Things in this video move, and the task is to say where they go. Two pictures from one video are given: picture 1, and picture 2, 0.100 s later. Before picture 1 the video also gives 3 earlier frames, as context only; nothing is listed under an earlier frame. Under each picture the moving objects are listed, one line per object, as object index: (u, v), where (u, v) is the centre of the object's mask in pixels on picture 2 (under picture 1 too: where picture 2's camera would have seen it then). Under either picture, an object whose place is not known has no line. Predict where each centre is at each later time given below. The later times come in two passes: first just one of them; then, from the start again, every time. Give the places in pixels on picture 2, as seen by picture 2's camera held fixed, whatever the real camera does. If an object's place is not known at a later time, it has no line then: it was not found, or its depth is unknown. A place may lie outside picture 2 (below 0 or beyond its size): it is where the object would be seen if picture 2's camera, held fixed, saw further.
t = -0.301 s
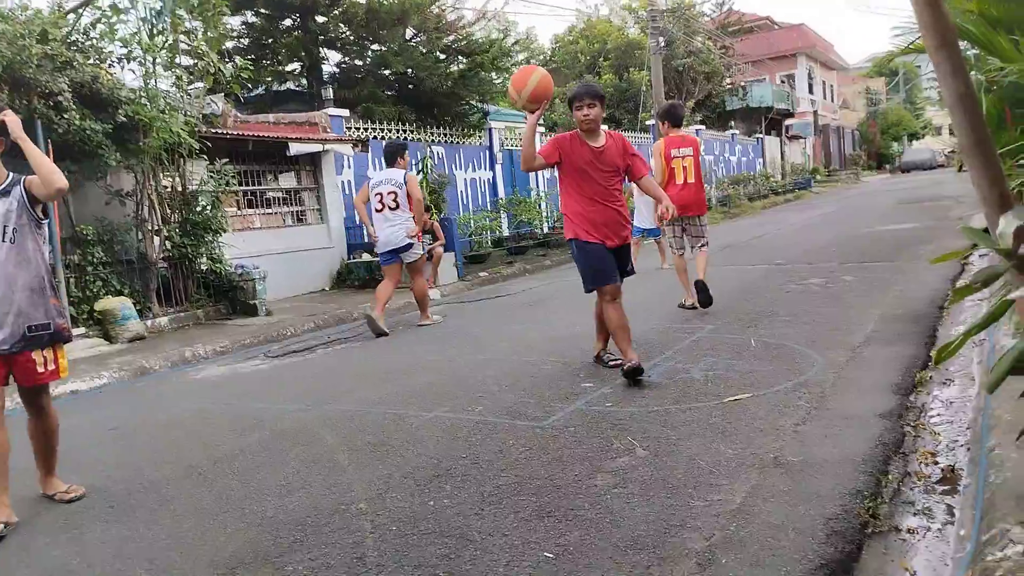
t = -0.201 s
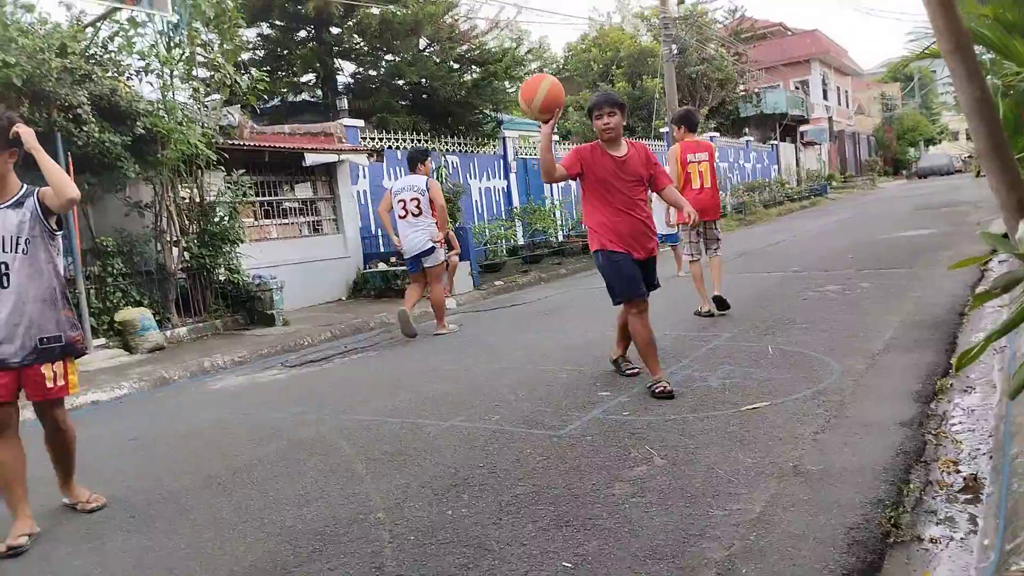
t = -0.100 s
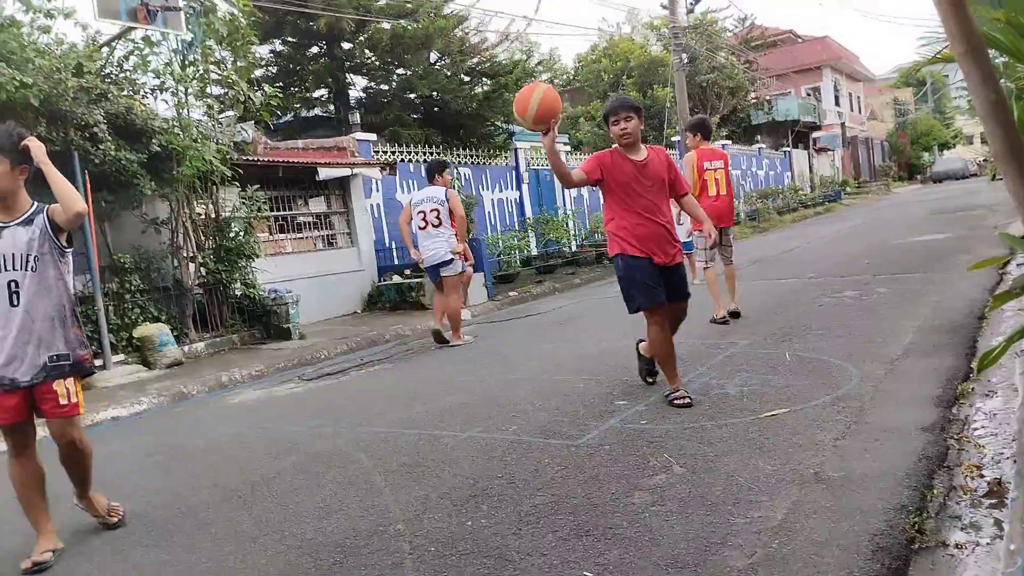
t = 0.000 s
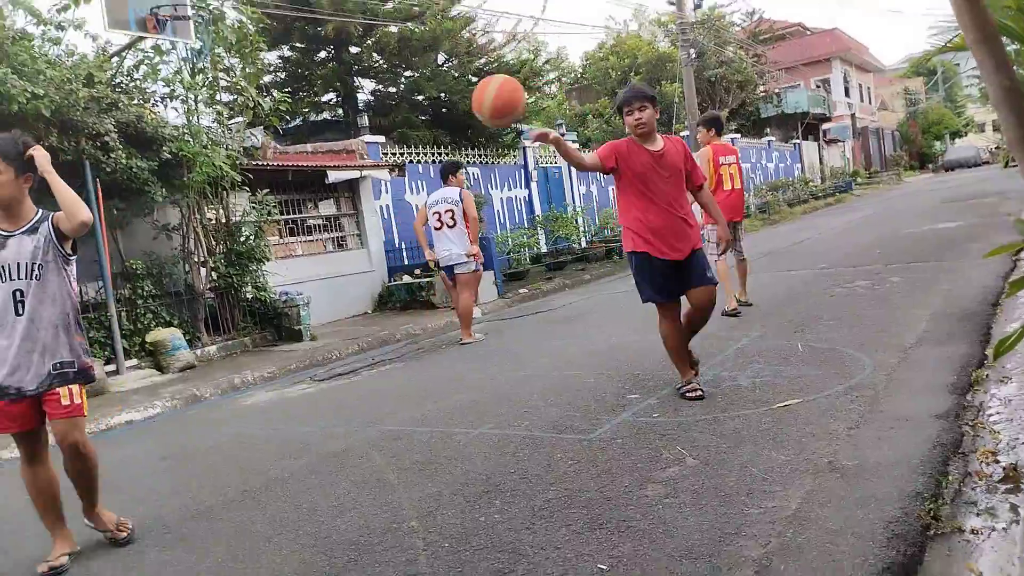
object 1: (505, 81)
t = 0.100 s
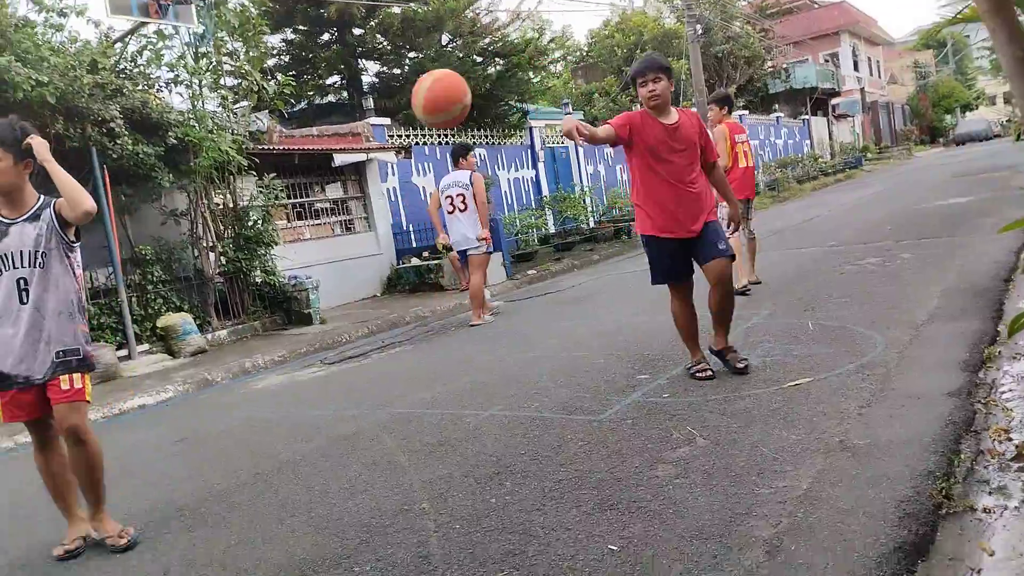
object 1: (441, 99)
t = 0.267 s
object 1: (311, 203)
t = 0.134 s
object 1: (419, 109)
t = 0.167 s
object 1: (394, 124)
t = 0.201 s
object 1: (368, 145)
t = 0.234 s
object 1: (339, 169)
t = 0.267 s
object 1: (311, 203)
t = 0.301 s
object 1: (278, 242)
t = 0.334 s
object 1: (245, 290)
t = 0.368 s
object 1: (211, 346)
